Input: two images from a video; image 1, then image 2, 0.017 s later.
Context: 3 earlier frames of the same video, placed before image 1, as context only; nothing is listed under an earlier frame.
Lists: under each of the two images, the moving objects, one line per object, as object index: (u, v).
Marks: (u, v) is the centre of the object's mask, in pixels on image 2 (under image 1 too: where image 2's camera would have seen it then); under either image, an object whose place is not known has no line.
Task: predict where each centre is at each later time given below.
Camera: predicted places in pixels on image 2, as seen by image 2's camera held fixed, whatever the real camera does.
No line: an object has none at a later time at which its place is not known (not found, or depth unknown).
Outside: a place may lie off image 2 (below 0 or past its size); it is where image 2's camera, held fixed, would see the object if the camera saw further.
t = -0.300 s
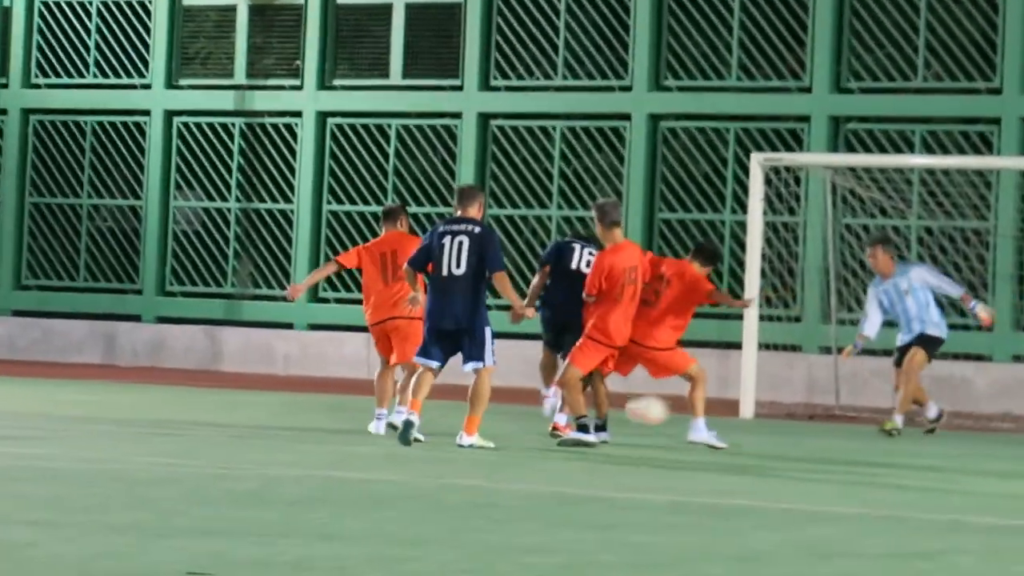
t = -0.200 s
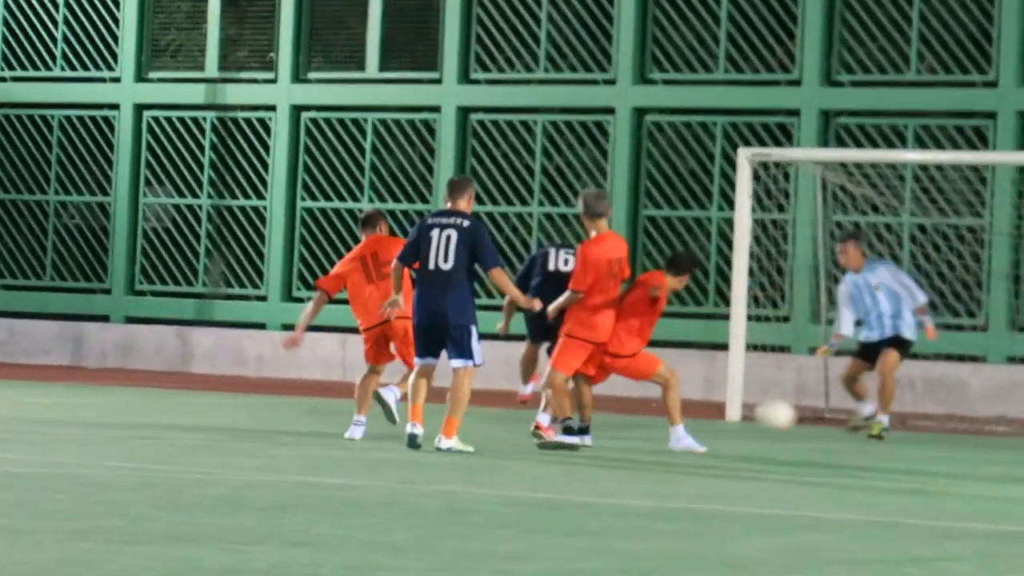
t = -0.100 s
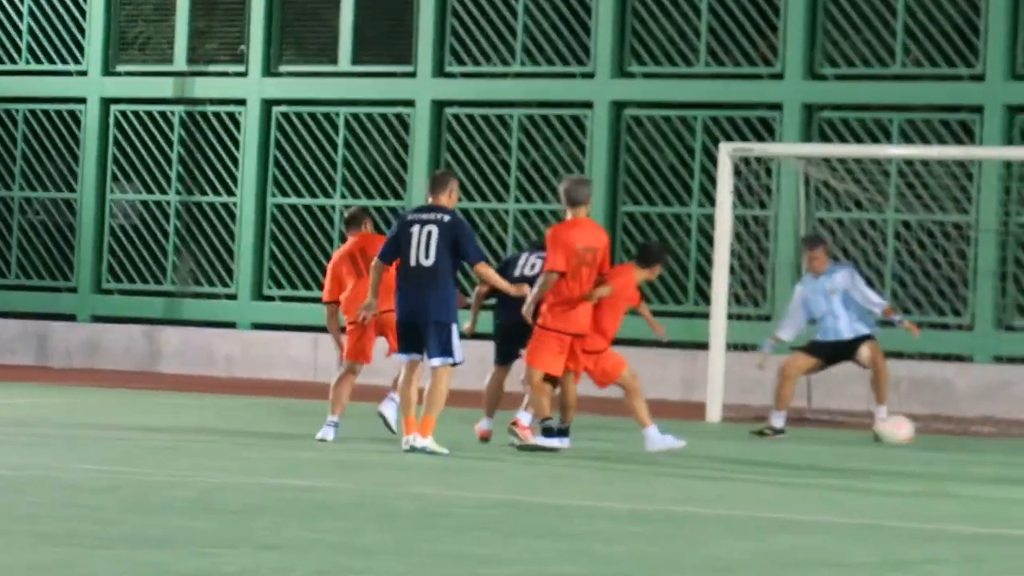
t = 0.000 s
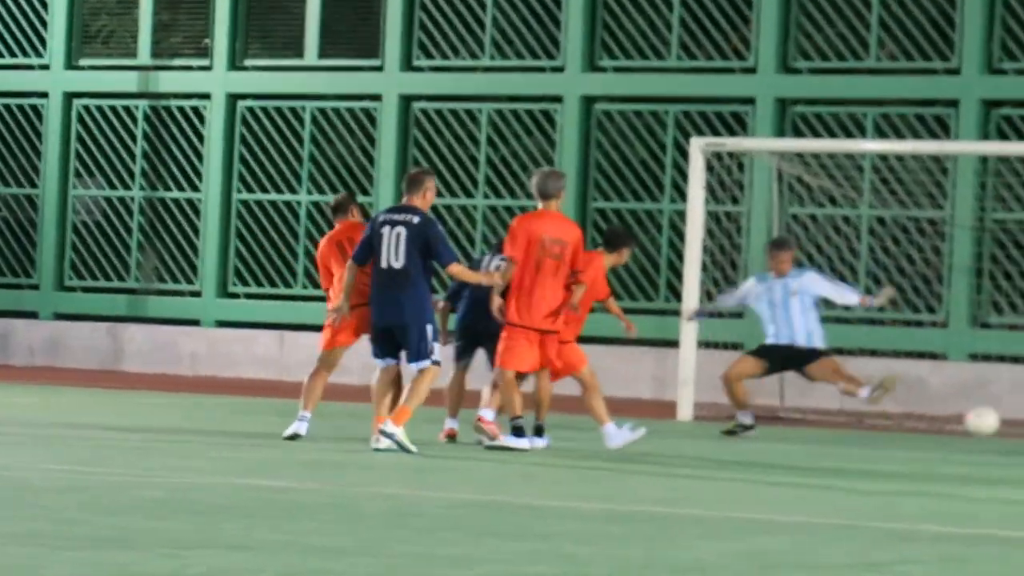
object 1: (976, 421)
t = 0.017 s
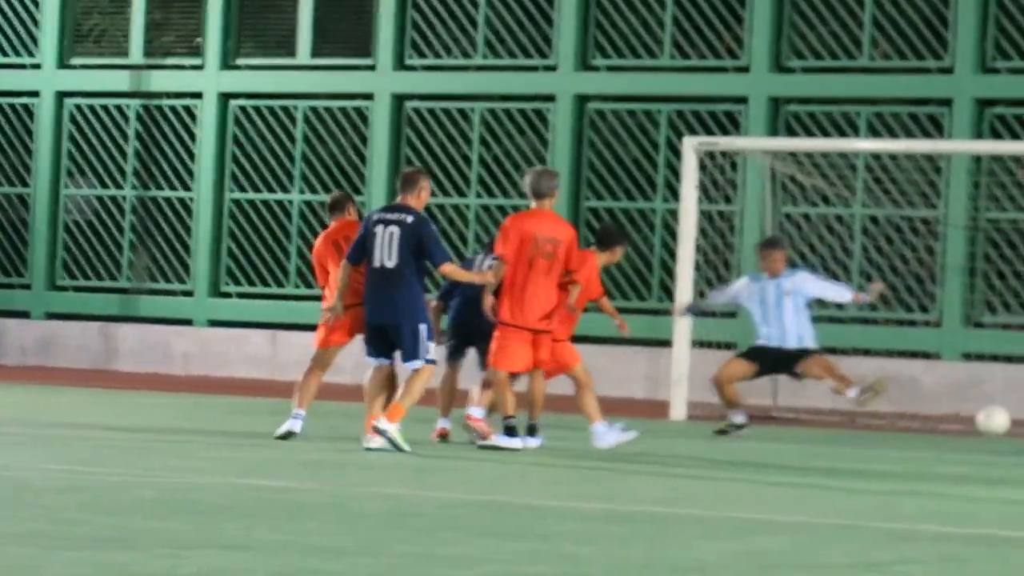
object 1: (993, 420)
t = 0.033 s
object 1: (1012, 421)
